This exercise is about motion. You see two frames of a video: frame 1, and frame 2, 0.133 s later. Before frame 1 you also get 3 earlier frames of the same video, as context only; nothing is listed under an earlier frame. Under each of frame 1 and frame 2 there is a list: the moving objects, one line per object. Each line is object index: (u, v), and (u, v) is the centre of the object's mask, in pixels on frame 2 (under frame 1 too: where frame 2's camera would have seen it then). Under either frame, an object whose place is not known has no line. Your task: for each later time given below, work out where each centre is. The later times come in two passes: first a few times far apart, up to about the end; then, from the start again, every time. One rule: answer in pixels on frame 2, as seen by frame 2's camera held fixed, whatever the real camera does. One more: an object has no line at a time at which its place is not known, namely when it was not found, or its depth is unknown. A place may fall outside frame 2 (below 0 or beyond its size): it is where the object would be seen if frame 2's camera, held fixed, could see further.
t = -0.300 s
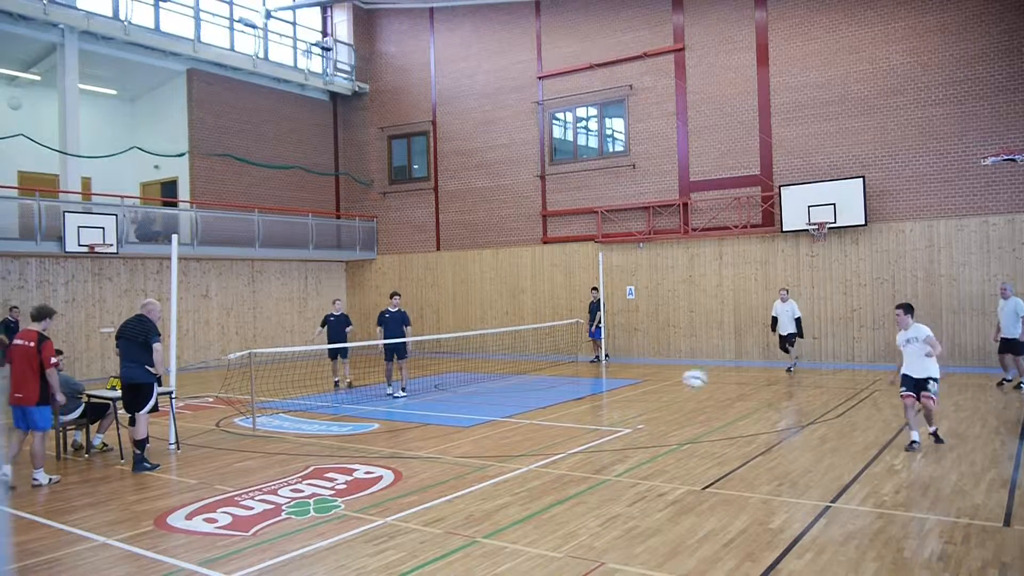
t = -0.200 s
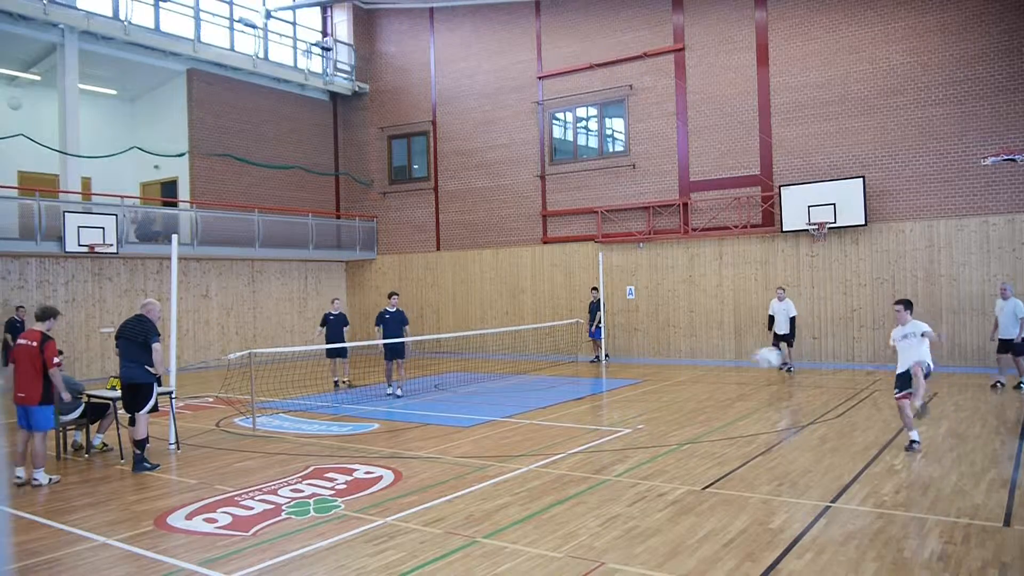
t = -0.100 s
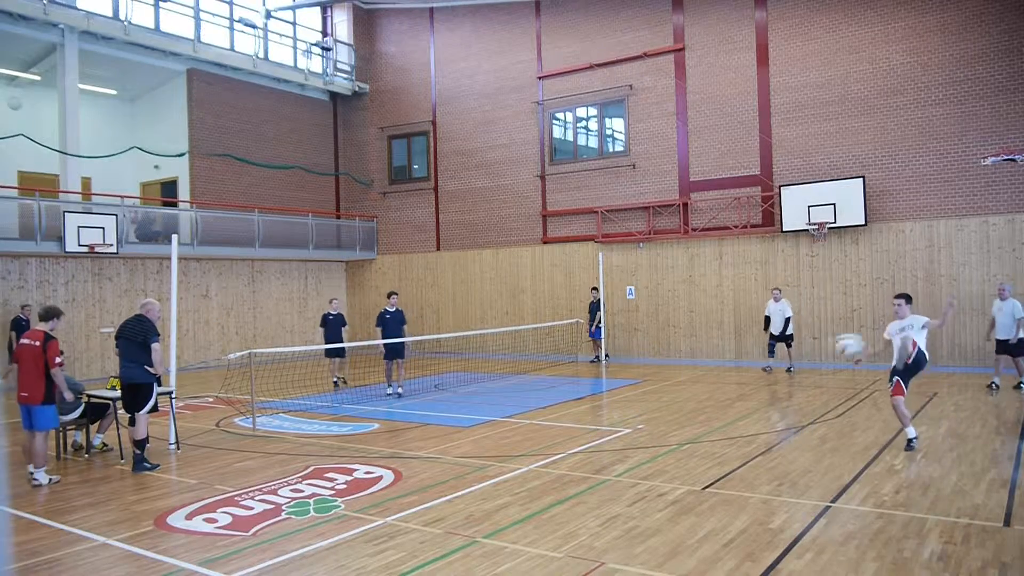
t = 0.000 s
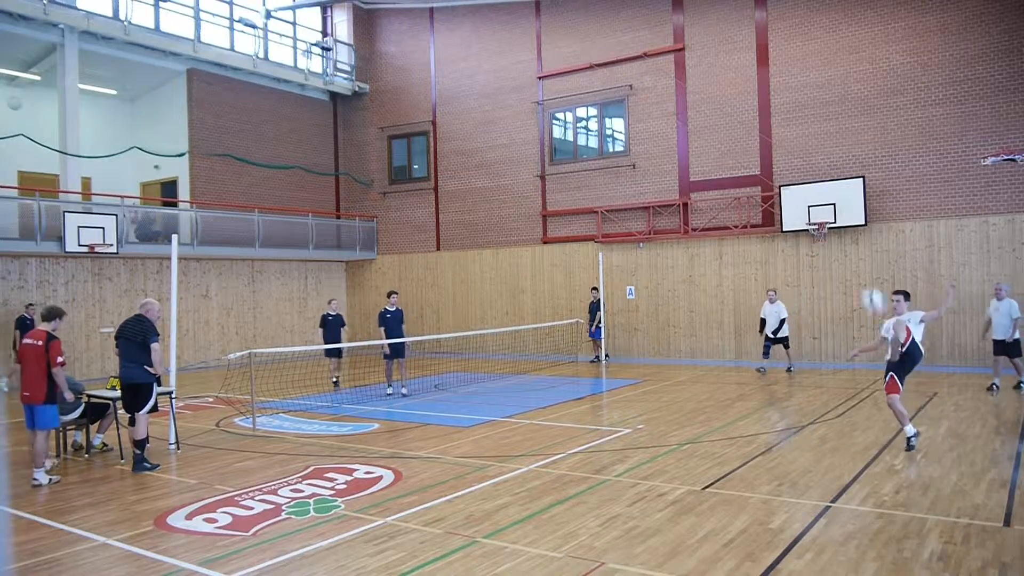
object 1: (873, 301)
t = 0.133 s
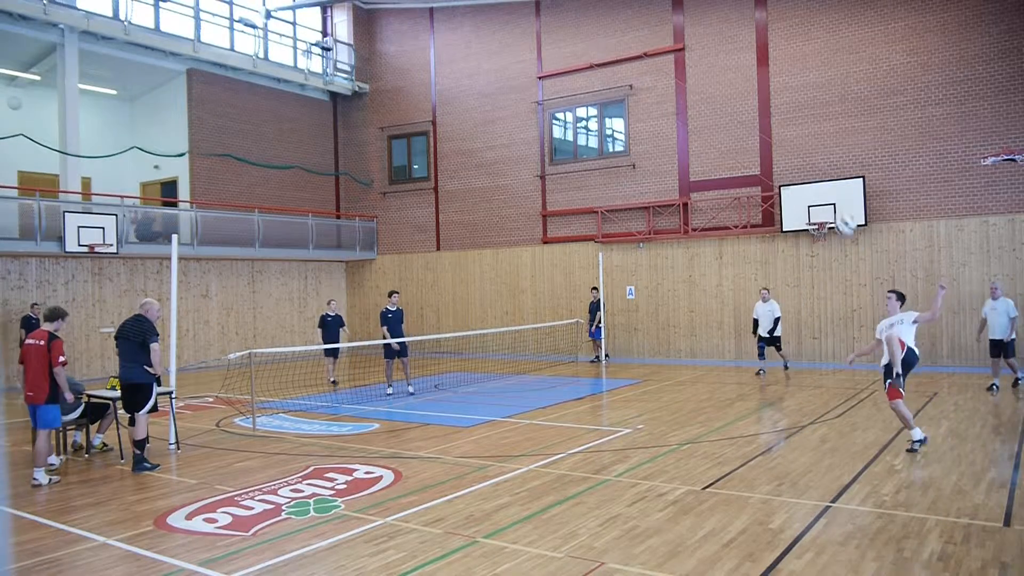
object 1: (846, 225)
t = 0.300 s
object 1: (818, 157)
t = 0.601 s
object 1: (777, 109)
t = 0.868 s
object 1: (753, 126)
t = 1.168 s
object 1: (730, 197)
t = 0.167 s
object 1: (836, 208)
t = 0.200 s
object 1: (831, 194)
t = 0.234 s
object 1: (827, 179)
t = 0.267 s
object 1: (822, 168)
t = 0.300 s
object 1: (818, 157)
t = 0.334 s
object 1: (812, 147)
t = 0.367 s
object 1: (808, 139)
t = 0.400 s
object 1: (802, 130)
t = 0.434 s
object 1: (799, 126)
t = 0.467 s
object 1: (794, 120)
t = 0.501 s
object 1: (790, 116)
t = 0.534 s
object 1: (785, 112)
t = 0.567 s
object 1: (782, 110)
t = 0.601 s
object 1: (777, 109)
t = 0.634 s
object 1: (774, 108)
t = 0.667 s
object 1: (771, 108)
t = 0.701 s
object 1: (768, 110)
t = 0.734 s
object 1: (764, 111)
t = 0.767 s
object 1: (761, 114)
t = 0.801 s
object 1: (759, 117)
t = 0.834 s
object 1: (755, 120)
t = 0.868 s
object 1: (753, 126)
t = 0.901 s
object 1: (750, 130)
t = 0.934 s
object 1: (747, 136)
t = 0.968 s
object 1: (744, 144)
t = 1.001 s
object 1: (742, 151)
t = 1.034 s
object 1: (740, 159)
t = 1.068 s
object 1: (738, 167)
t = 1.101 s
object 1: (734, 177)
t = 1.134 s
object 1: (733, 187)
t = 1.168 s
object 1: (730, 197)
